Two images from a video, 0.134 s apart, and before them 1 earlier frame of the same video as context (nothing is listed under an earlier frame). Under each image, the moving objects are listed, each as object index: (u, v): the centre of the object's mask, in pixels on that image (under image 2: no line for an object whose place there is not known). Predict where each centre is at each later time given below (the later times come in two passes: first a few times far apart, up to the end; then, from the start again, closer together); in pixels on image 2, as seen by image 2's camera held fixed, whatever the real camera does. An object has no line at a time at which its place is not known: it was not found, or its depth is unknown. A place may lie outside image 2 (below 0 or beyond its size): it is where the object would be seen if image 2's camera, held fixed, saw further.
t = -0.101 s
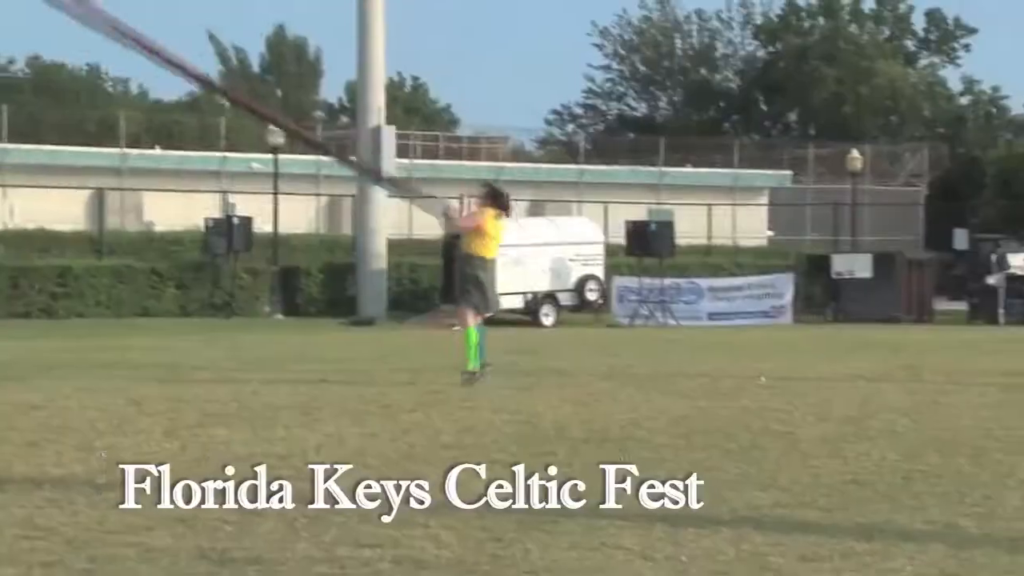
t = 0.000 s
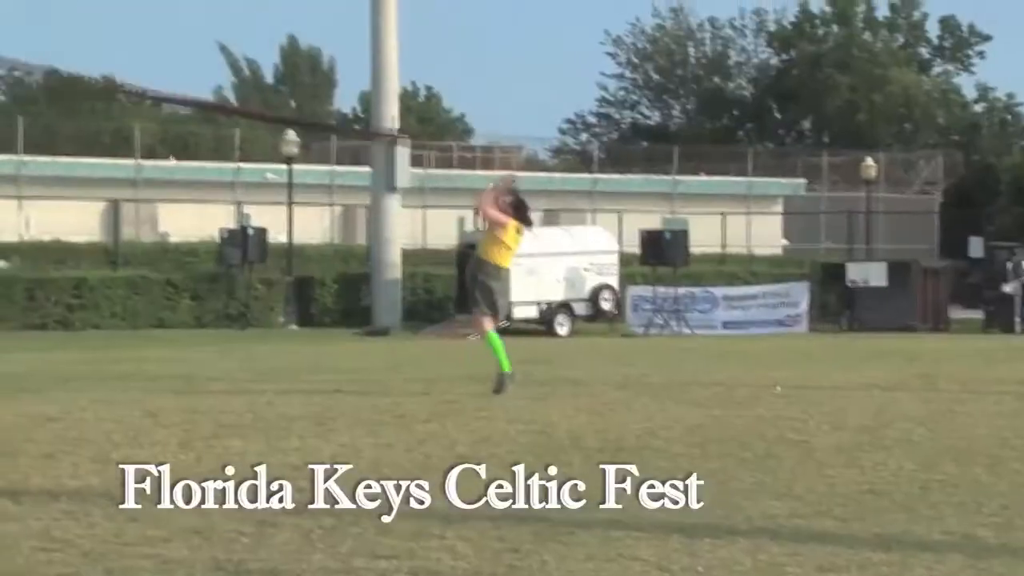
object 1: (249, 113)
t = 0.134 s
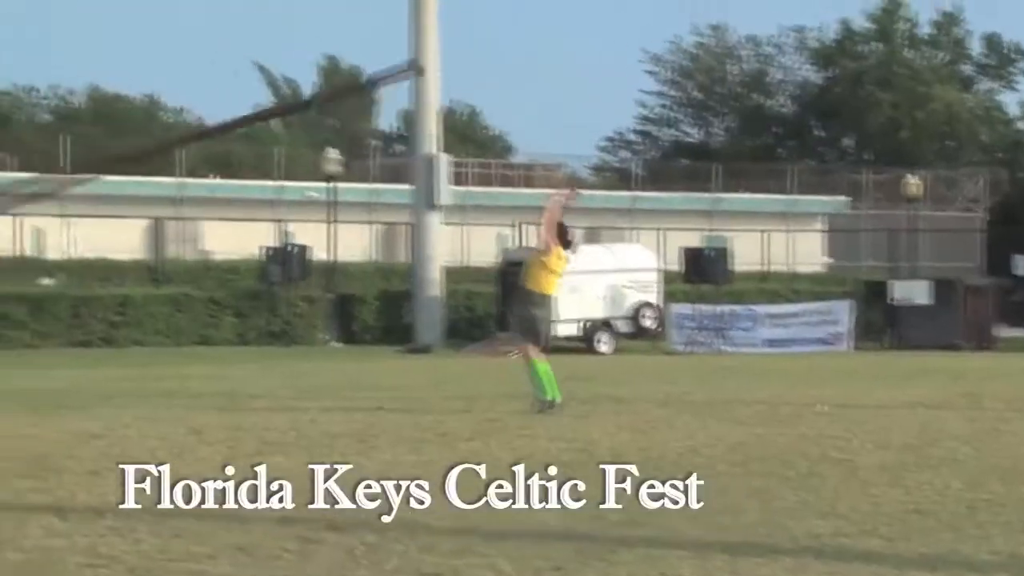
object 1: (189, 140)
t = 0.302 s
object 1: (91, 207)
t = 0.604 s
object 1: (-2, 192)
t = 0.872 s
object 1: (-70, 196)
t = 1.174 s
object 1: (-113, 184)
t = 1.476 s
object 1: (-152, 189)
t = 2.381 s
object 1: (-287, 421)
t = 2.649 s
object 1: (-302, 430)
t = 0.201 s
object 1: (145, 162)
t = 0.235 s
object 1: (126, 177)
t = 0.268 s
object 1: (112, 188)
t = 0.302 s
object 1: (91, 207)
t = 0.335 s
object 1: (76, 226)
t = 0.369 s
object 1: (80, 205)
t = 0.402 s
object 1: (68, 201)
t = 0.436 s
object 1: (56, 197)
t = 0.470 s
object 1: (44, 194)
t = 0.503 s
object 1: (33, 190)
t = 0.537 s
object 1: (19, 194)
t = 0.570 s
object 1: (8, 192)
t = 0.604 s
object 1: (-2, 192)
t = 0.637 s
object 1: (-13, 194)
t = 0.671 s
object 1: (-24, 194)
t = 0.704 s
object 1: (-32, 193)
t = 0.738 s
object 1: (-43, 196)
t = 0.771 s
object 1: (-49, 193)
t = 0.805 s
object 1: (-58, 199)
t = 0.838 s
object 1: (-64, 198)
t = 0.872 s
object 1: (-70, 196)
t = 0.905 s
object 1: (-76, 197)
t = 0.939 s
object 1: (-80, 193)
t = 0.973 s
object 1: (-84, 188)
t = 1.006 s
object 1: (-90, 188)
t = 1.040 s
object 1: (-95, 190)
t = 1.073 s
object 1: (-101, 195)
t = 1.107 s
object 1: (-105, 193)
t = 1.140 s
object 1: (-110, 191)
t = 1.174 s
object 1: (-113, 184)
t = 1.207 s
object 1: (-118, 190)
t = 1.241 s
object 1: (-122, 190)
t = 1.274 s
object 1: (-126, 189)
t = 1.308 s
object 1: (-131, 192)
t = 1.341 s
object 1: (-135, 196)
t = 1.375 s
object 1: (-138, 191)
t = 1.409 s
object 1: (-143, 189)
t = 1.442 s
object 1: (-147, 190)
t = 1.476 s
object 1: (-152, 189)
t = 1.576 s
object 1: (-166, 199)
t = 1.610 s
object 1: (-170, 202)
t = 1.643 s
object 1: (-176, 200)
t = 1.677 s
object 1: (-181, 202)
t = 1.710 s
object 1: (-187, 210)
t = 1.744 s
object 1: (-192, 220)
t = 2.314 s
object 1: (-256, 421)
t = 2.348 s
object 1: (-285, 421)
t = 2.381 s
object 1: (-287, 421)
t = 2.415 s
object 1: (-289, 422)
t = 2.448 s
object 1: (-293, 425)
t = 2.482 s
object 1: (-306, 430)
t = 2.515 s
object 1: (-297, 430)
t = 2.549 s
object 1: (-300, 430)
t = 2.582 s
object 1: (-307, 431)
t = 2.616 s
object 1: (-306, 430)
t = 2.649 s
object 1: (-302, 430)
